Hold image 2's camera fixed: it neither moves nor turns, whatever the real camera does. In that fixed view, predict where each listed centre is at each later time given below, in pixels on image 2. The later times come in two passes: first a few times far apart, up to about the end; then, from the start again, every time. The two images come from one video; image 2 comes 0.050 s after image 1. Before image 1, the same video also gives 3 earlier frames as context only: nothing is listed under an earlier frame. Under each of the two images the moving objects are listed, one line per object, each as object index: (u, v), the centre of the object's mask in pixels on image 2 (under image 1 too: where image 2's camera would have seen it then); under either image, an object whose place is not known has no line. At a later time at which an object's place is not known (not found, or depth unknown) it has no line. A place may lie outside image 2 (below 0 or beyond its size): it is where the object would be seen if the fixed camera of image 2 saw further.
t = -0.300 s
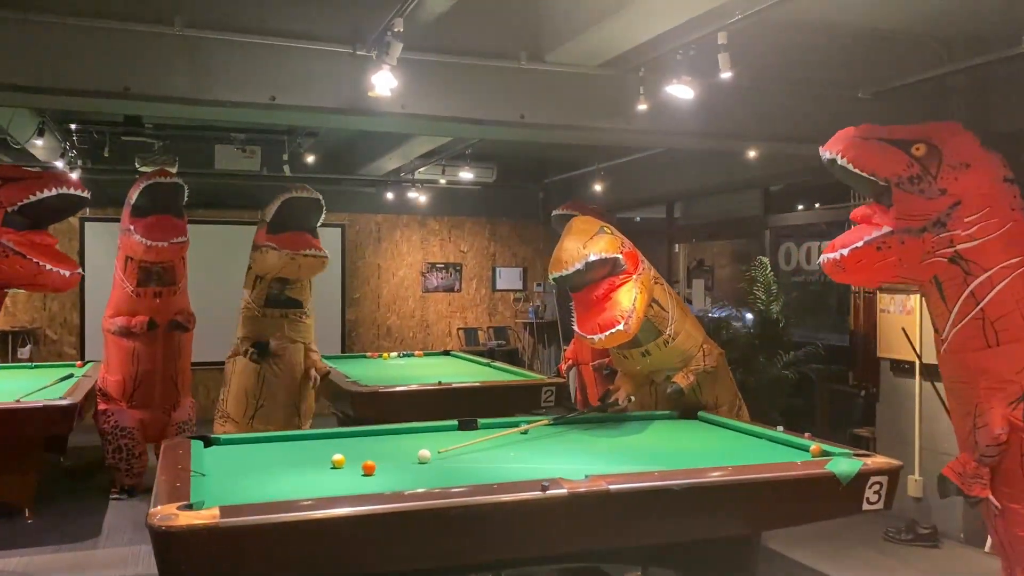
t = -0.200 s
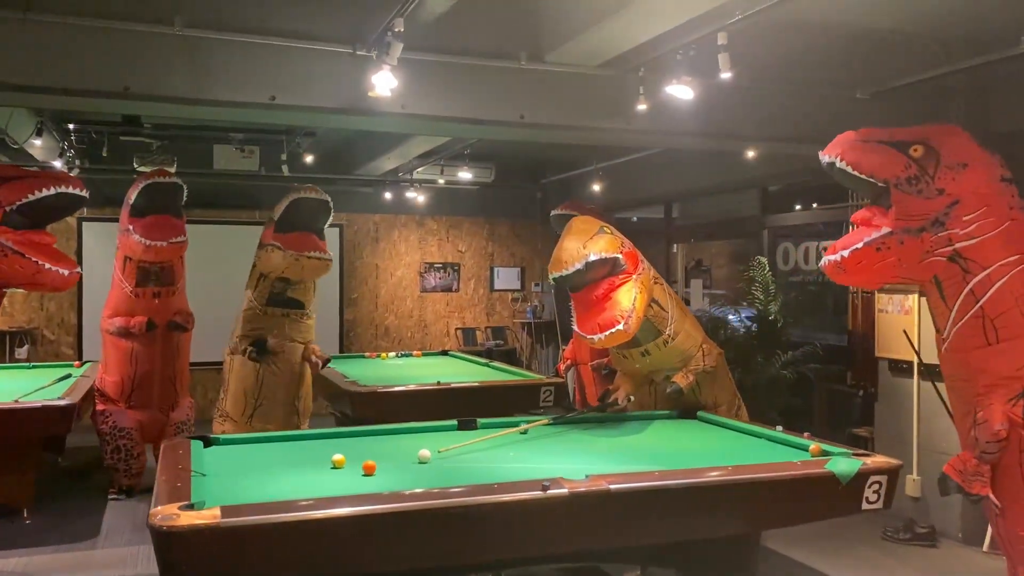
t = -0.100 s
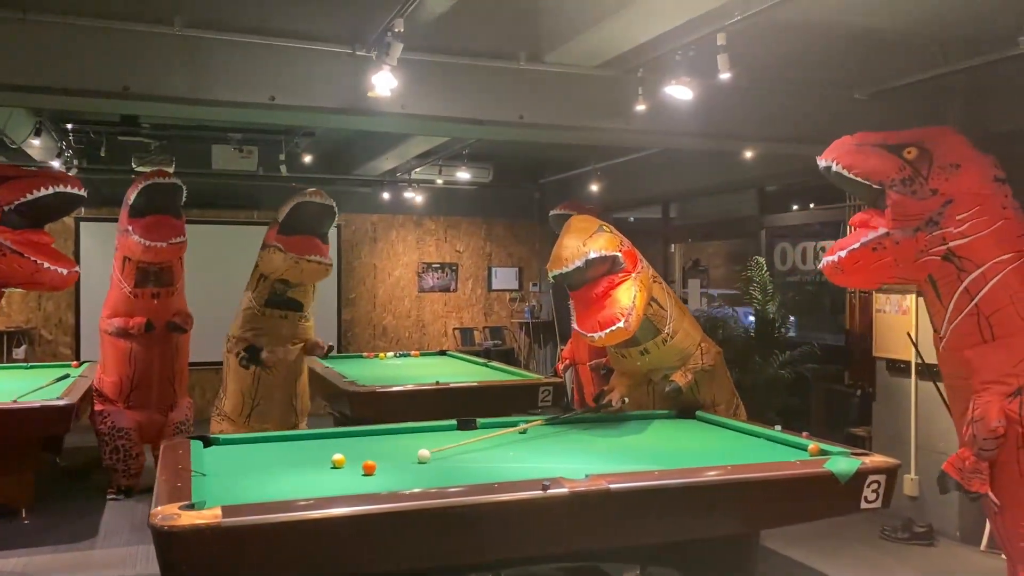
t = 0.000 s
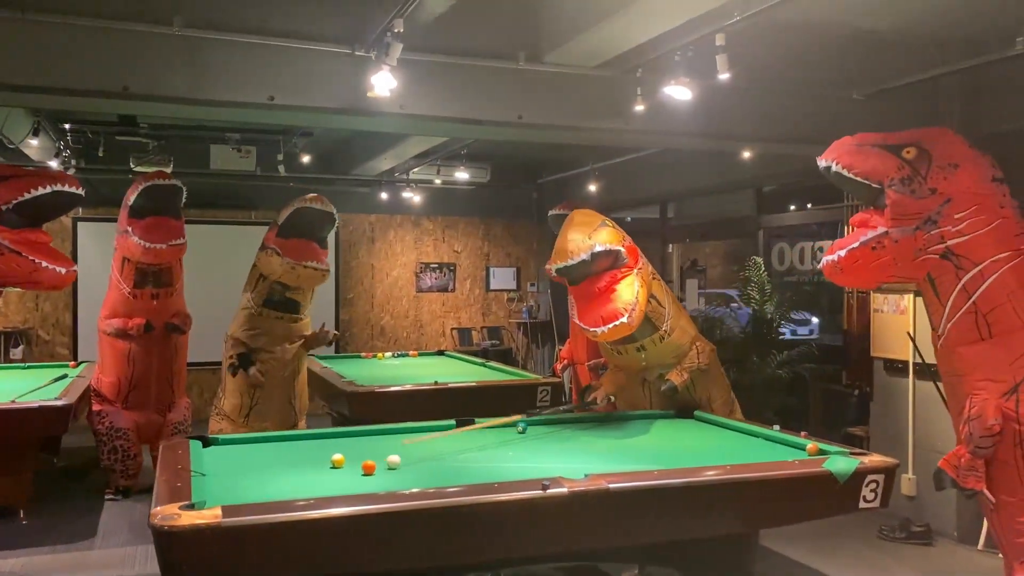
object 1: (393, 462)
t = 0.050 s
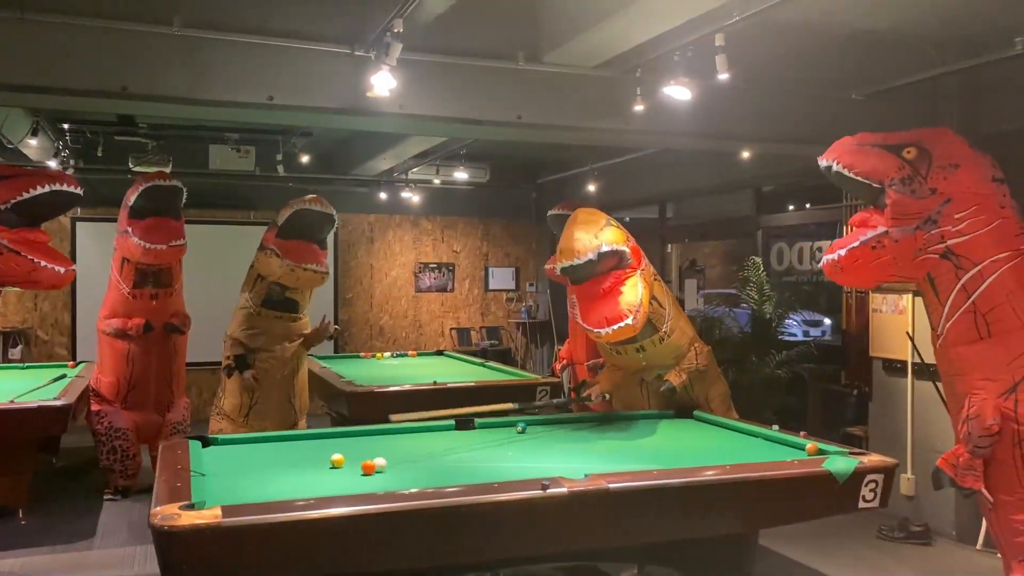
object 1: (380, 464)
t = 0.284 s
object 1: (360, 467)
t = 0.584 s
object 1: (332, 469)
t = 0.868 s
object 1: (306, 472)
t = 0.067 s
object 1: (378, 465)
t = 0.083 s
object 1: (377, 465)
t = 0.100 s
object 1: (376, 465)
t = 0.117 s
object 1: (375, 465)
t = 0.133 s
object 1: (374, 465)
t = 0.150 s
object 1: (372, 465)
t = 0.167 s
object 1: (371, 465)
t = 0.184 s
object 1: (369, 465)
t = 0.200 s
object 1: (367, 466)
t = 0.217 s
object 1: (366, 466)
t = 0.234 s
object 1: (365, 466)
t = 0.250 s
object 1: (363, 466)
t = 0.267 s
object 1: (361, 466)
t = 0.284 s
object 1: (360, 467)
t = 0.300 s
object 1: (358, 467)
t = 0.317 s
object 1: (357, 467)
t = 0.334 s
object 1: (355, 467)
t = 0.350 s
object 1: (354, 467)
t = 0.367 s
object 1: (352, 467)
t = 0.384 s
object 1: (350, 467)
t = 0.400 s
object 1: (349, 468)
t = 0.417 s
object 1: (347, 468)
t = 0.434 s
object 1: (346, 468)
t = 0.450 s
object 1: (344, 468)
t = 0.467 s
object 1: (343, 468)
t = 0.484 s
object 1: (341, 468)
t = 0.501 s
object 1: (340, 468)
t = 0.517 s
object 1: (338, 469)
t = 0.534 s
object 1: (337, 469)
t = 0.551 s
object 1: (335, 469)
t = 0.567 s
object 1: (333, 469)
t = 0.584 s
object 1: (332, 469)
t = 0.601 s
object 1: (330, 469)
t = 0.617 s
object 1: (329, 470)
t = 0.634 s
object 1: (327, 469)
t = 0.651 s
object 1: (326, 470)
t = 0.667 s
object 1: (324, 470)
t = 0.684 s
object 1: (323, 470)
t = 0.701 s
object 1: (321, 471)
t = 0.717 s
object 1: (320, 471)
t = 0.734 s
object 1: (318, 471)
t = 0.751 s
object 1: (317, 471)
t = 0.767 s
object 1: (315, 471)
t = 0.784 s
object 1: (314, 471)
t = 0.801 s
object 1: (312, 472)
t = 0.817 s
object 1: (311, 472)
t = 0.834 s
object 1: (309, 472)
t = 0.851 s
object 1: (308, 472)
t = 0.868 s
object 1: (306, 472)
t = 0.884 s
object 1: (305, 472)
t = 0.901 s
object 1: (303, 472)
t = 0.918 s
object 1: (302, 473)
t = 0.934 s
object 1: (300, 473)
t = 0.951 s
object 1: (299, 473)
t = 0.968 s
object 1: (298, 473)
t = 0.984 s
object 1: (296, 473)
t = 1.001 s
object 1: (295, 473)
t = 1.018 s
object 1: (293, 473)
